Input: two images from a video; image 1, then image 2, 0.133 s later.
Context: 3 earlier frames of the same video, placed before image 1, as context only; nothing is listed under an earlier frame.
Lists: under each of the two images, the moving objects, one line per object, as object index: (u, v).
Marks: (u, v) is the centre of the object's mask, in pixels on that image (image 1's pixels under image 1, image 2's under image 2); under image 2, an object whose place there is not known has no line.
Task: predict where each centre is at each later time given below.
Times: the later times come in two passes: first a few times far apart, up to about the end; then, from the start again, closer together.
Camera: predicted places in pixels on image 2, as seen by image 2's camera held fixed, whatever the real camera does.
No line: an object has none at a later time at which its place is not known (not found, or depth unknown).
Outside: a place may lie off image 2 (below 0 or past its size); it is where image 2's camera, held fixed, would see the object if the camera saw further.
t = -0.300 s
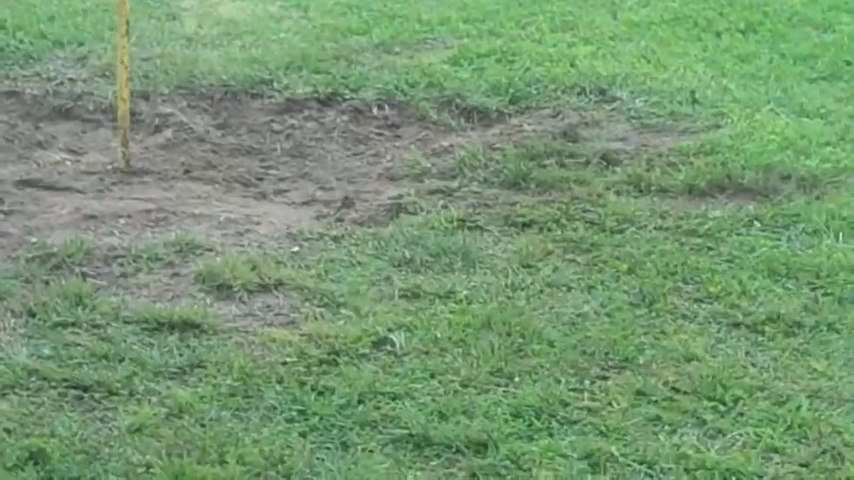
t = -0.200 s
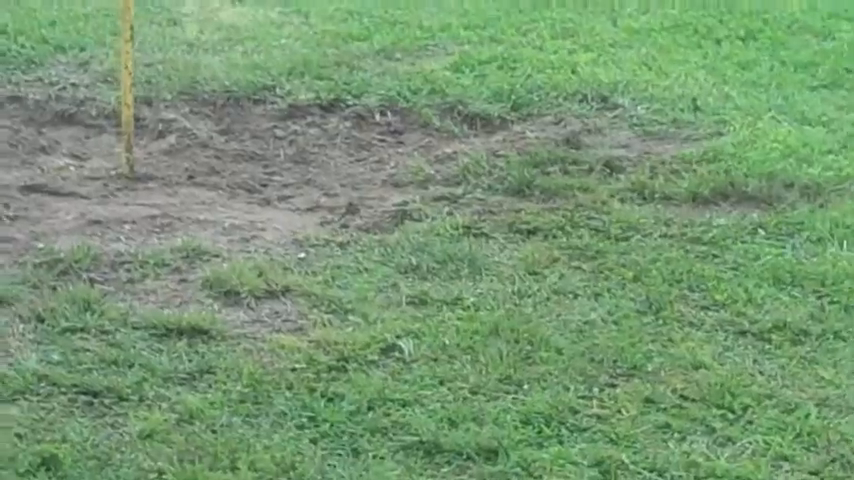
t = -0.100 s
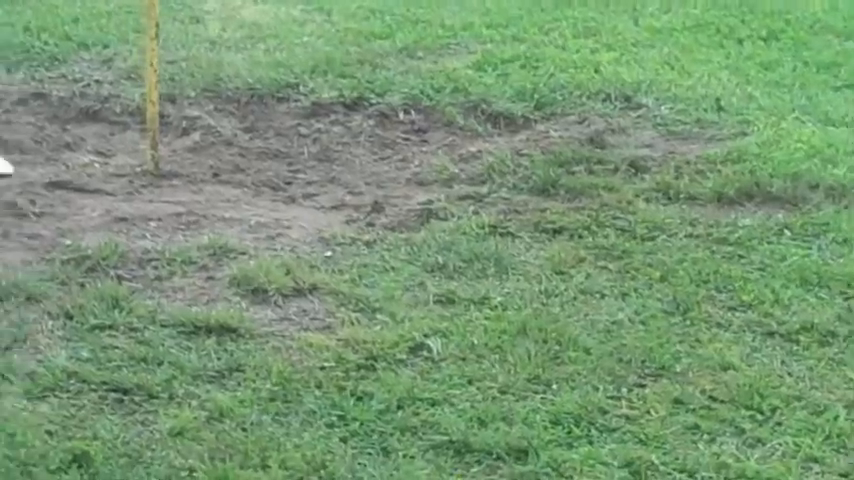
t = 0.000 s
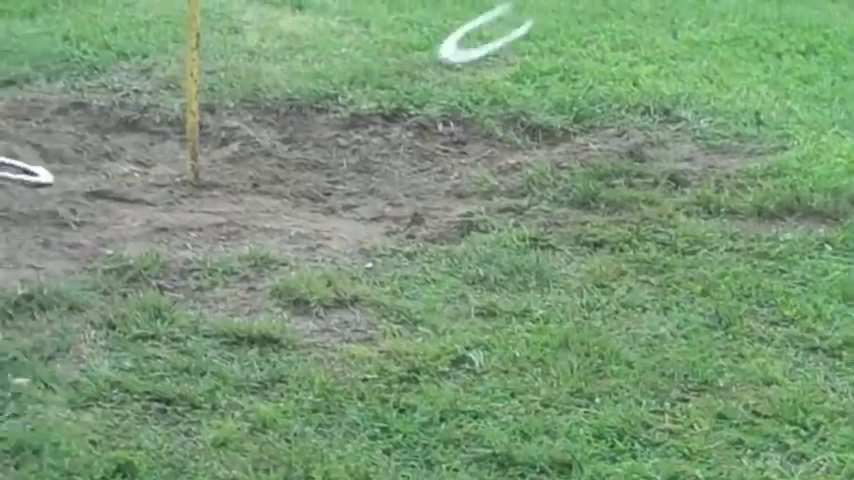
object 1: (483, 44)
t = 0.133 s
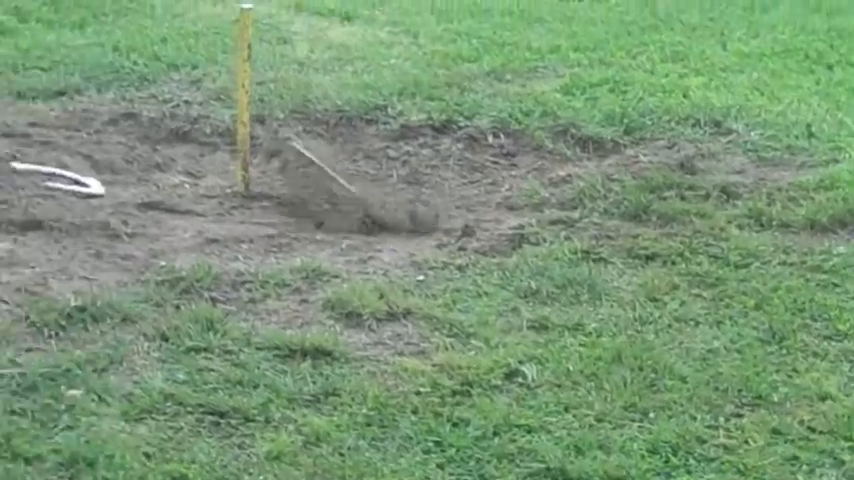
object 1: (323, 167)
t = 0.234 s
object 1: (267, 150)
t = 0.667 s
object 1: (206, 172)
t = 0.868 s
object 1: (195, 200)
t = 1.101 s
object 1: (198, 198)
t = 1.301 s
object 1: (197, 197)
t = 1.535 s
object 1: (198, 199)
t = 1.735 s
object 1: (198, 199)
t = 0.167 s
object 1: (300, 156)
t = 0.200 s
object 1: (280, 153)
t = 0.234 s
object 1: (267, 150)
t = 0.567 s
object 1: (221, 196)
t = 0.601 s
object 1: (222, 181)
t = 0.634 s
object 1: (210, 177)
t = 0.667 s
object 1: (206, 172)
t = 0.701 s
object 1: (200, 173)
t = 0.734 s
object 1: (203, 179)
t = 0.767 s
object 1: (201, 188)
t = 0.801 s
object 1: (198, 198)
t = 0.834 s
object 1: (195, 200)
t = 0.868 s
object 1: (195, 200)
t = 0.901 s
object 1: (195, 199)
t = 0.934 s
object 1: (199, 196)
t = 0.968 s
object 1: (198, 195)
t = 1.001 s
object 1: (198, 198)
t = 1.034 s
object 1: (196, 199)
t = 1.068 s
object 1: (196, 199)
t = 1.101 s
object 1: (198, 198)
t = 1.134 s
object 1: (198, 196)
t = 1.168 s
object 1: (197, 198)
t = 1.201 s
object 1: (197, 199)
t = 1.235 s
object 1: (197, 198)
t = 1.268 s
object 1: (197, 198)
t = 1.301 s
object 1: (197, 197)
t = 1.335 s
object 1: (197, 198)
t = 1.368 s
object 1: (196, 198)
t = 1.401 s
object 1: (196, 198)
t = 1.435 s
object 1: (197, 198)
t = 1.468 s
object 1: (197, 199)
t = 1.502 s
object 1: (198, 199)
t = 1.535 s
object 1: (198, 199)
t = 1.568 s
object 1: (198, 199)
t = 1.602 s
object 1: (197, 199)
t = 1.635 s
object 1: (198, 199)
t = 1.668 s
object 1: (198, 199)
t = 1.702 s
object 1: (197, 199)
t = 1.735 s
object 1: (198, 199)
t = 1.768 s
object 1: (197, 199)
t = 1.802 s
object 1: (197, 198)
